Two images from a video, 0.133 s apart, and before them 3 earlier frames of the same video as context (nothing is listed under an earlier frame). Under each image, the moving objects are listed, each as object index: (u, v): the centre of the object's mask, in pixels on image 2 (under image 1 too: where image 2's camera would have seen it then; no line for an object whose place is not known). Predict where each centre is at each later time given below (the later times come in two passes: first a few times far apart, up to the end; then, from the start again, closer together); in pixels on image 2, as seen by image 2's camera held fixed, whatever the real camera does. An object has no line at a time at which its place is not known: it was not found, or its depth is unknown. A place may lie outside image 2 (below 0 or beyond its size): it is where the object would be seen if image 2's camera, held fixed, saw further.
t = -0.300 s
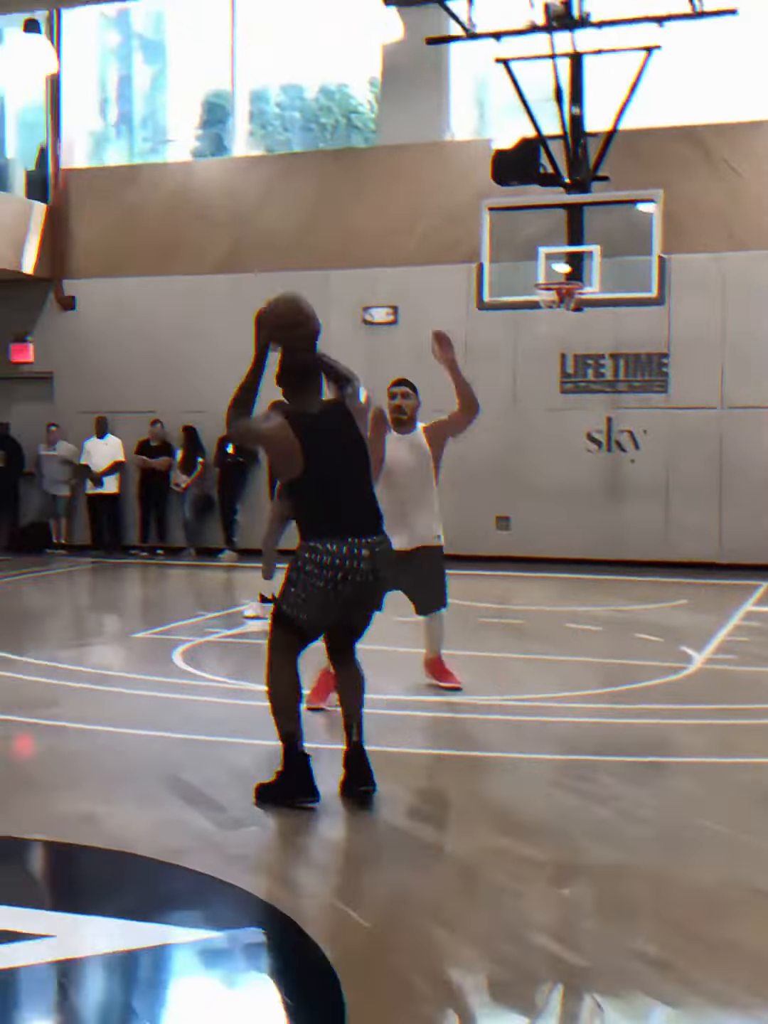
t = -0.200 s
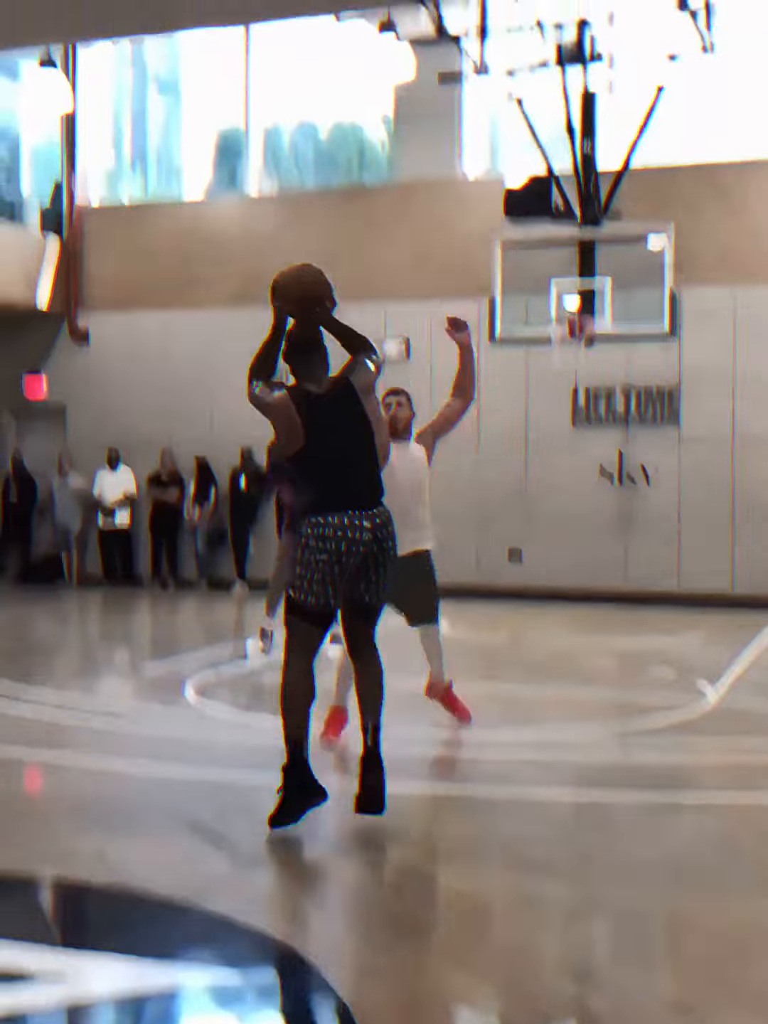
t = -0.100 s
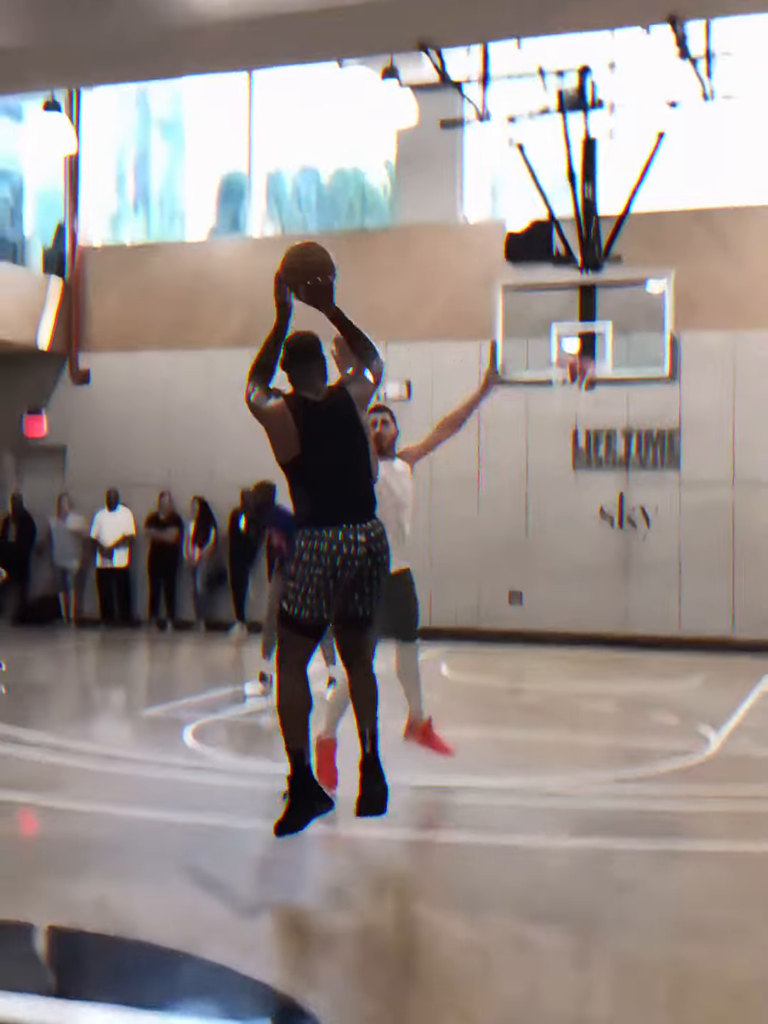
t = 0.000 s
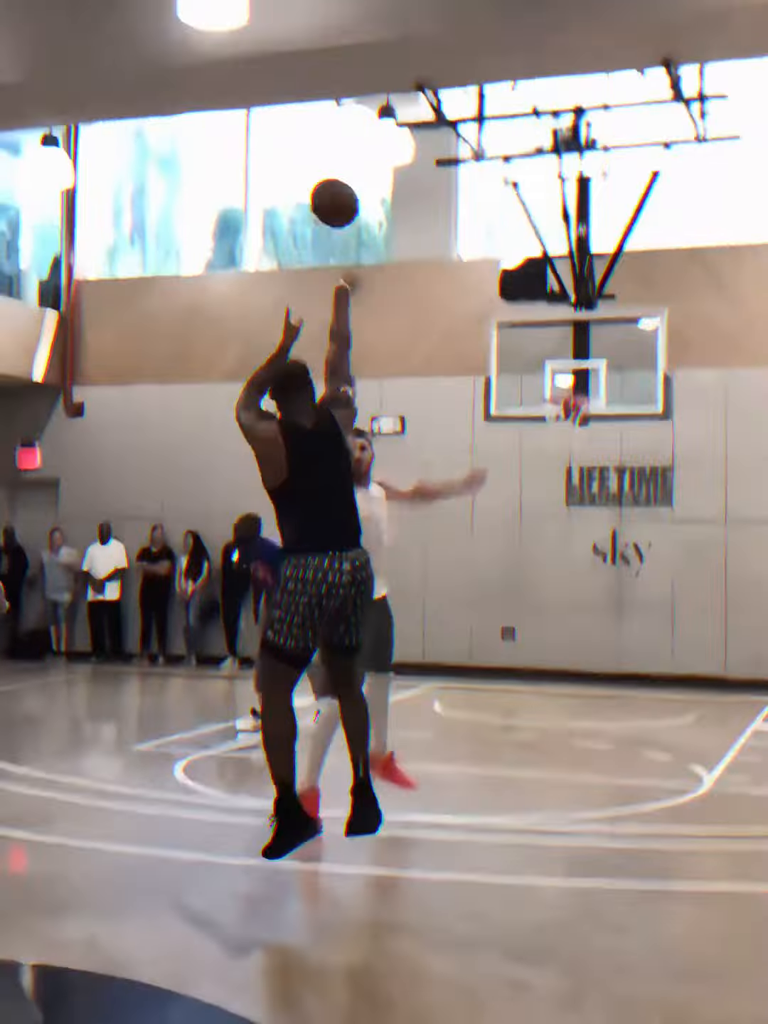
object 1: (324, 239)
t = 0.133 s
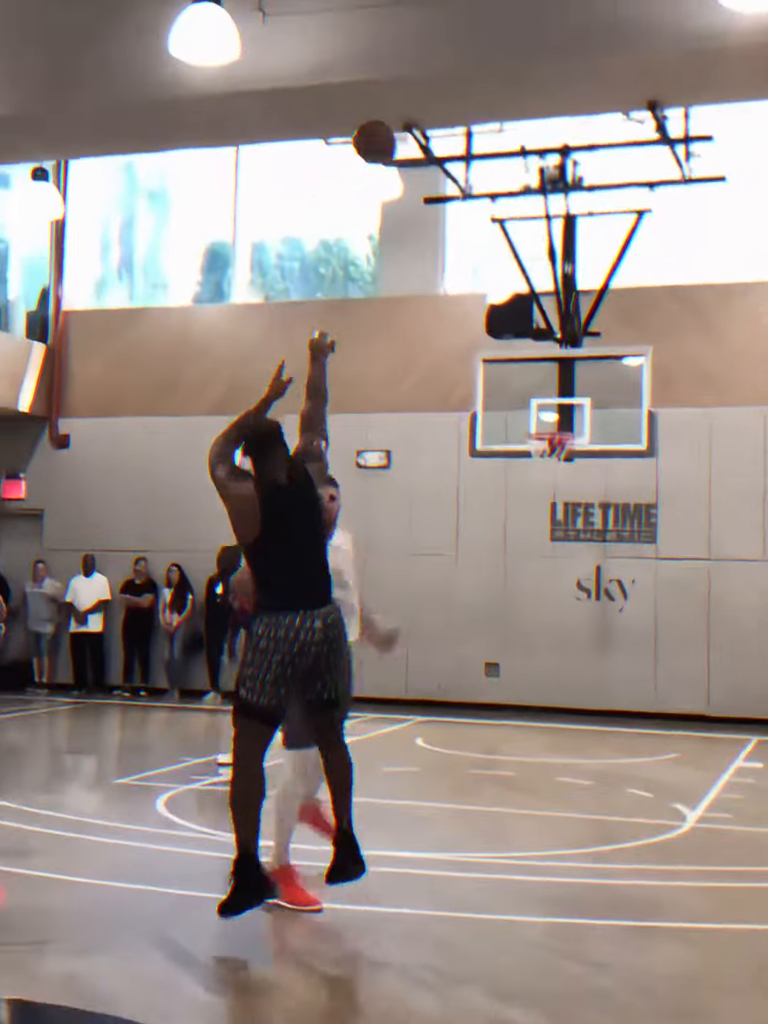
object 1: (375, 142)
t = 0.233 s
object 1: (405, 104)
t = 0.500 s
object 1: (463, 89)
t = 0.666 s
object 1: (489, 126)
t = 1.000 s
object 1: (525, 275)
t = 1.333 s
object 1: (548, 462)
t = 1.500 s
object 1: (557, 501)
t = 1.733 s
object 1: (570, 592)
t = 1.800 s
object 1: (574, 625)
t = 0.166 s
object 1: (385, 128)
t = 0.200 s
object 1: (395, 114)
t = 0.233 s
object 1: (405, 104)
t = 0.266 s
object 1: (414, 96)
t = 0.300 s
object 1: (422, 90)
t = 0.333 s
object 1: (430, 85)
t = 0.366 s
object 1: (437, 83)
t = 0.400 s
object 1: (444, 82)
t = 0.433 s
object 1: (451, 83)
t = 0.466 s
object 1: (457, 86)
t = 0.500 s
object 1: (463, 89)
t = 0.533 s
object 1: (469, 94)
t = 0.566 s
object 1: (474, 101)
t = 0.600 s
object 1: (480, 108)
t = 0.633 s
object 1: (484, 117)
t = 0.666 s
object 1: (489, 126)
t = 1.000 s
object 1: (525, 275)
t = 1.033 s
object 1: (529, 292)
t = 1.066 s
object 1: (528, 305)
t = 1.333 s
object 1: (548, 462)
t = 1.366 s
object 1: (550, 468)
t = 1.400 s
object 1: (552, 474)
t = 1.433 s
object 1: (553, 482)
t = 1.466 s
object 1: (555, 491)
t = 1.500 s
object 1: (557, 501)
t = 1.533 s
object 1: (559, 512)
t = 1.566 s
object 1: (560, 523)
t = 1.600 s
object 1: (562, 535)
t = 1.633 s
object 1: (564, 547)
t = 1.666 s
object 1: (567, 563)
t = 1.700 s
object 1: (569, 578)
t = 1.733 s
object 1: (570, 592)
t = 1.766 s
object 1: (573, 609)
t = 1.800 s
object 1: (574, 625)
